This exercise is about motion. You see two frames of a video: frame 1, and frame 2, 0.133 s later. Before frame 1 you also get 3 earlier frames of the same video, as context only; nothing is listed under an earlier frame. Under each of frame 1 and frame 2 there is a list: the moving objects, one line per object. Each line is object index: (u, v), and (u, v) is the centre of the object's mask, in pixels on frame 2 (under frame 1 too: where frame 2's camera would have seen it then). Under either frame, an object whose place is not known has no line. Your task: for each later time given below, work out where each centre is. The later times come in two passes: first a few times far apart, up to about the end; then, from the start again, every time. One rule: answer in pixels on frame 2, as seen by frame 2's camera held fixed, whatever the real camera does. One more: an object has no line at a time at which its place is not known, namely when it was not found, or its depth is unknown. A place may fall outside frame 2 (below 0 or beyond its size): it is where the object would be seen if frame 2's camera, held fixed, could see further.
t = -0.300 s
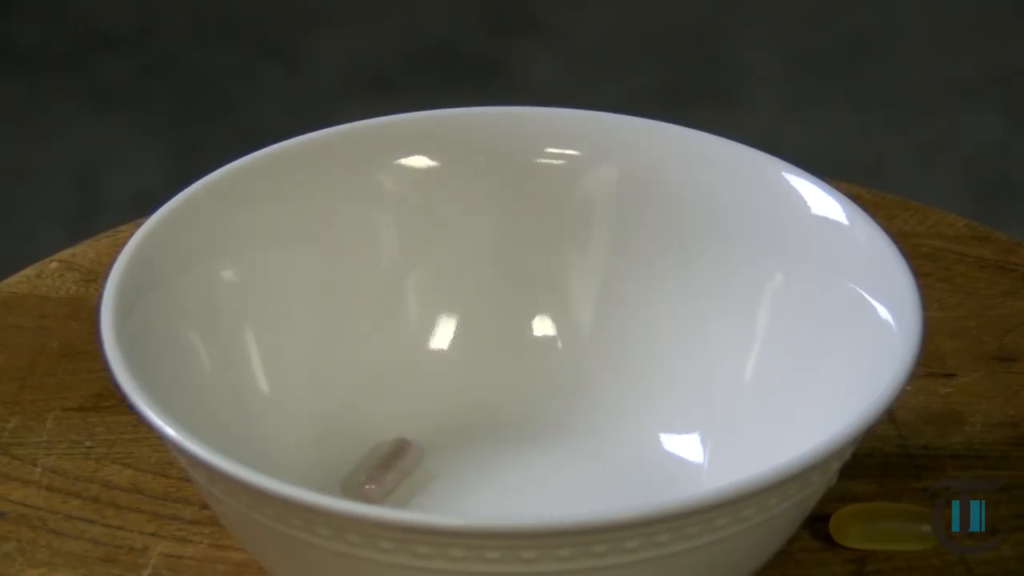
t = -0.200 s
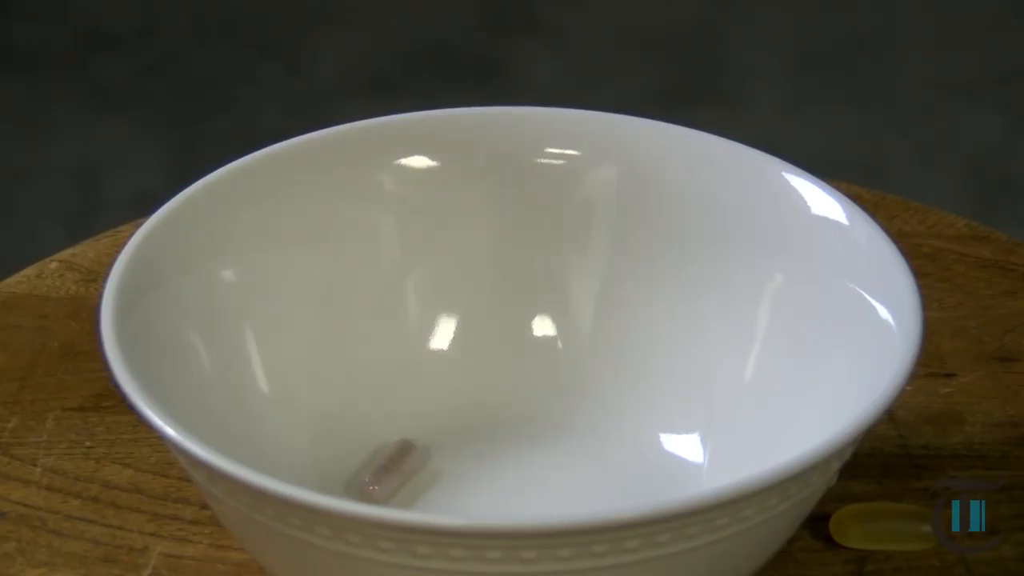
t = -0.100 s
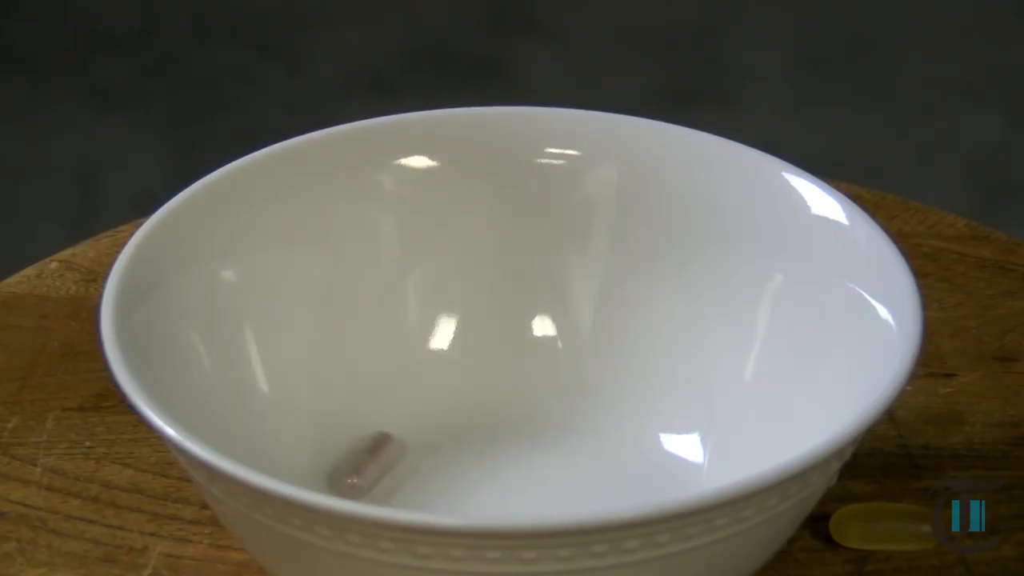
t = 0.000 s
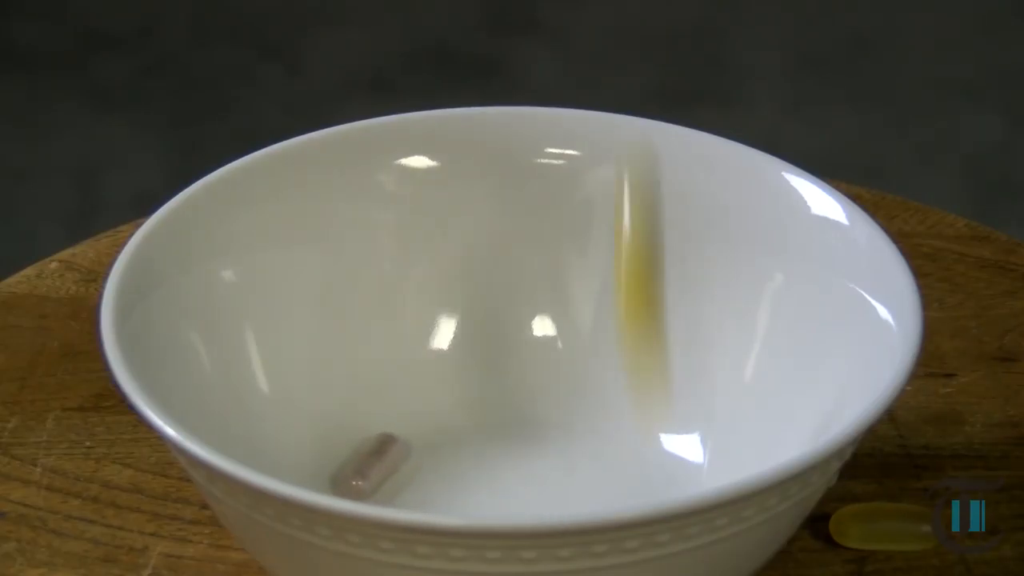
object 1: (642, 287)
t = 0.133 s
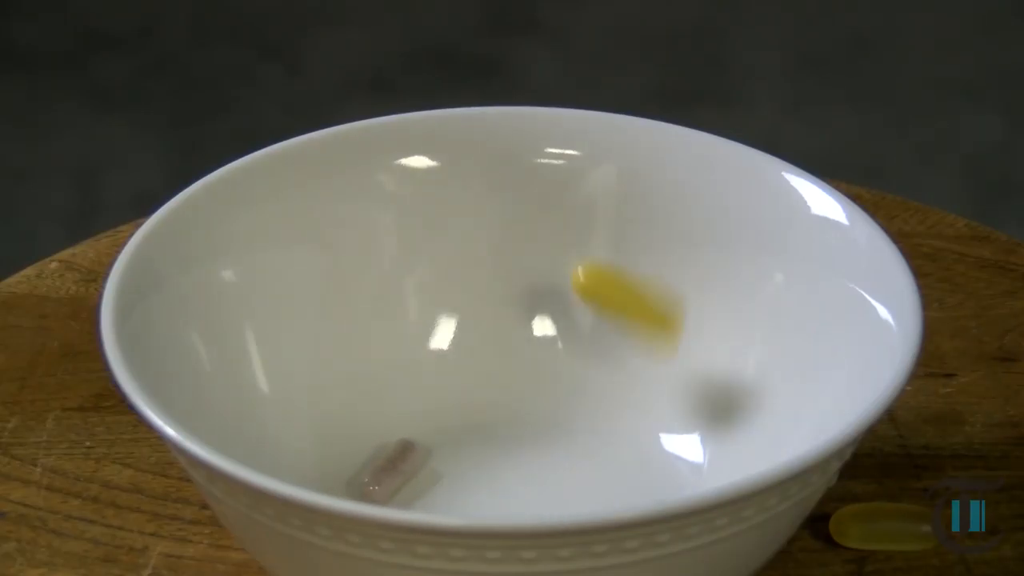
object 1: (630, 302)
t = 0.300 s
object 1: (323, 446)
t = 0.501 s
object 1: (518, 504)
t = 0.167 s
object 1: (569, 394)
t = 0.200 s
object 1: (503, 432)
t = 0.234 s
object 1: (394, 449)
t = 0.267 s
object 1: (336, 445)
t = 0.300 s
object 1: (323, 446)
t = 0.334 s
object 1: (352, 469)
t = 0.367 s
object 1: (382, 477)
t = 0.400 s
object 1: (420, 485)
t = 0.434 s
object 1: (454, 493)
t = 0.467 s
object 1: (487, 498)
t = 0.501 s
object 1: (518, 504)
